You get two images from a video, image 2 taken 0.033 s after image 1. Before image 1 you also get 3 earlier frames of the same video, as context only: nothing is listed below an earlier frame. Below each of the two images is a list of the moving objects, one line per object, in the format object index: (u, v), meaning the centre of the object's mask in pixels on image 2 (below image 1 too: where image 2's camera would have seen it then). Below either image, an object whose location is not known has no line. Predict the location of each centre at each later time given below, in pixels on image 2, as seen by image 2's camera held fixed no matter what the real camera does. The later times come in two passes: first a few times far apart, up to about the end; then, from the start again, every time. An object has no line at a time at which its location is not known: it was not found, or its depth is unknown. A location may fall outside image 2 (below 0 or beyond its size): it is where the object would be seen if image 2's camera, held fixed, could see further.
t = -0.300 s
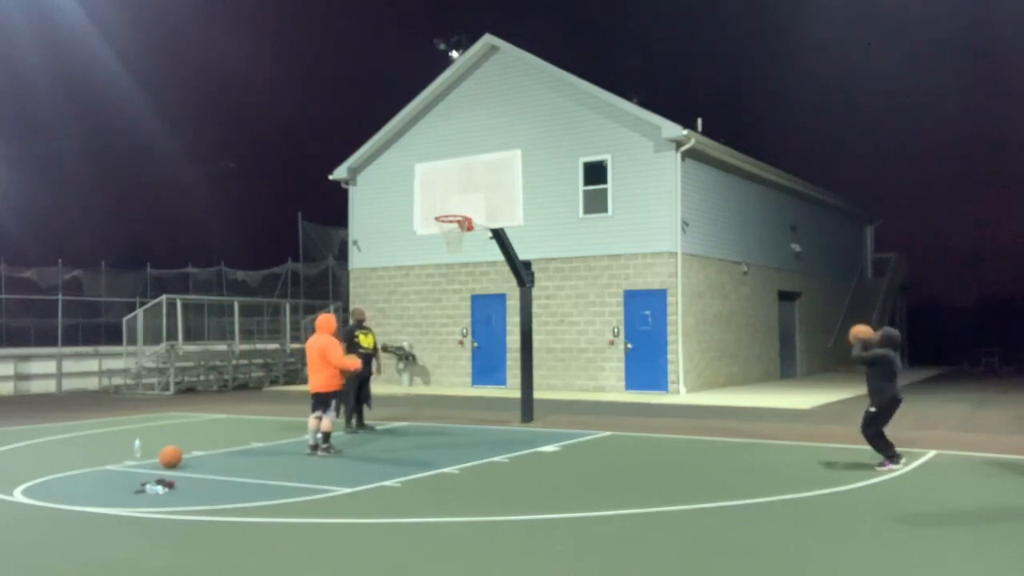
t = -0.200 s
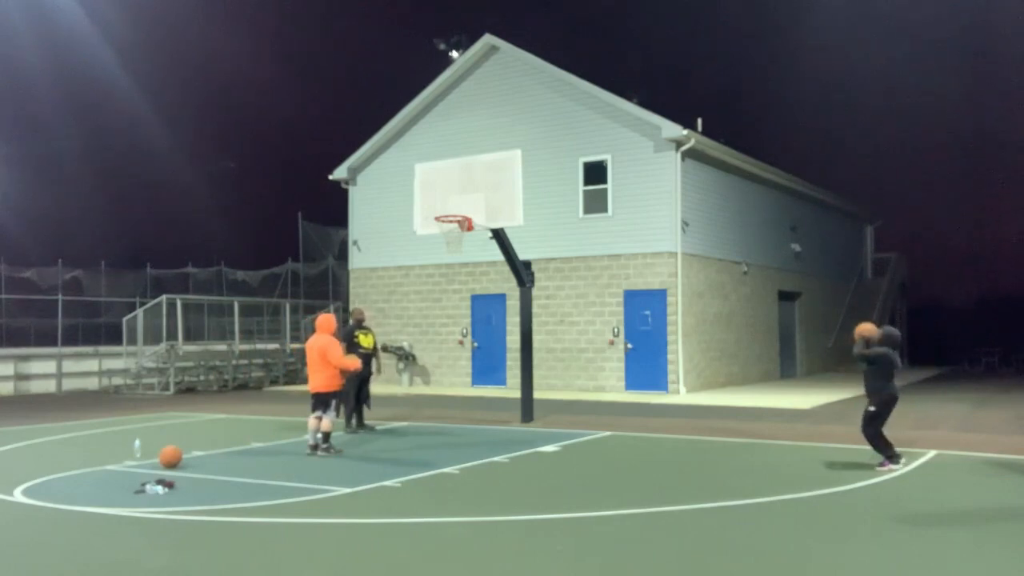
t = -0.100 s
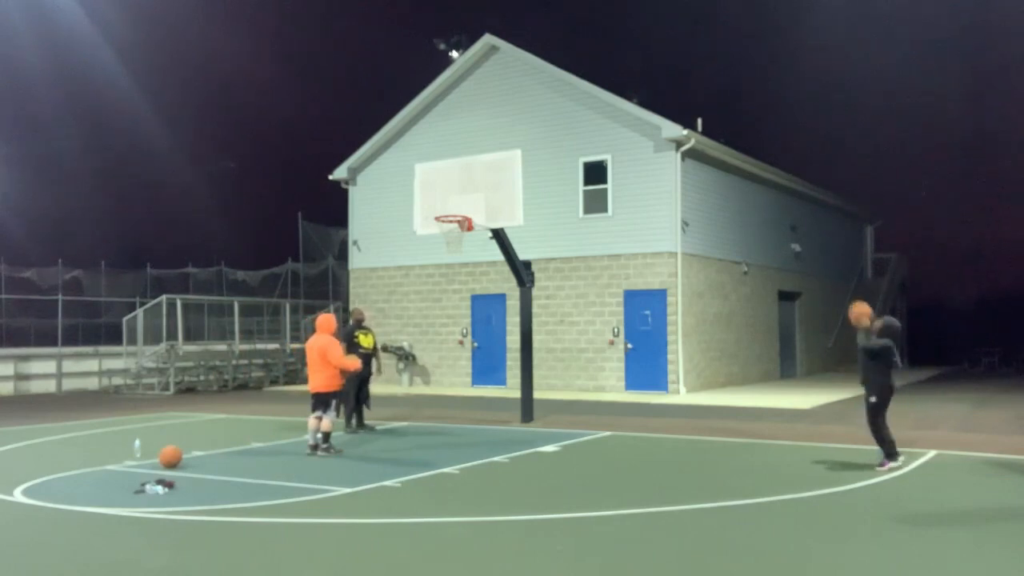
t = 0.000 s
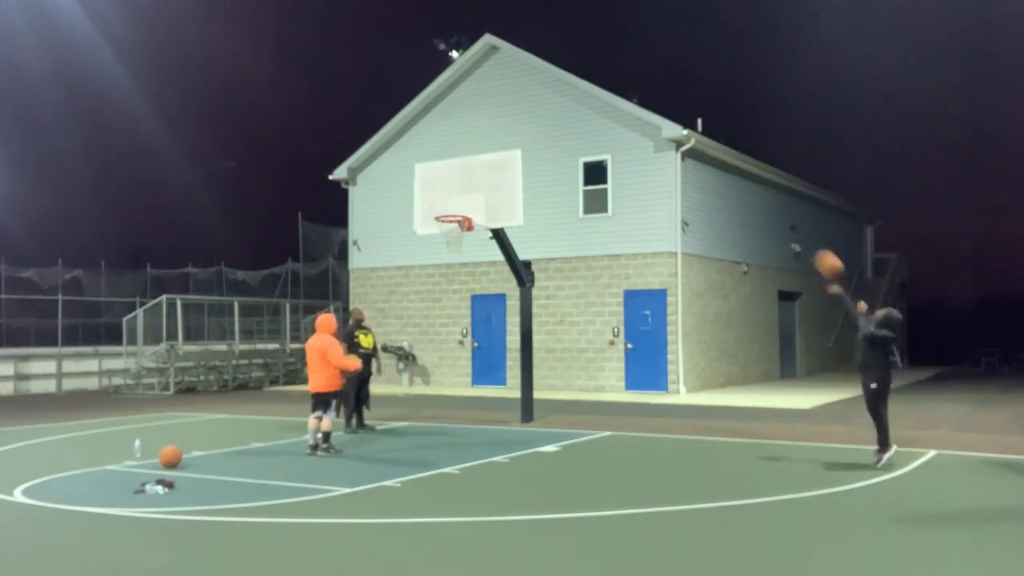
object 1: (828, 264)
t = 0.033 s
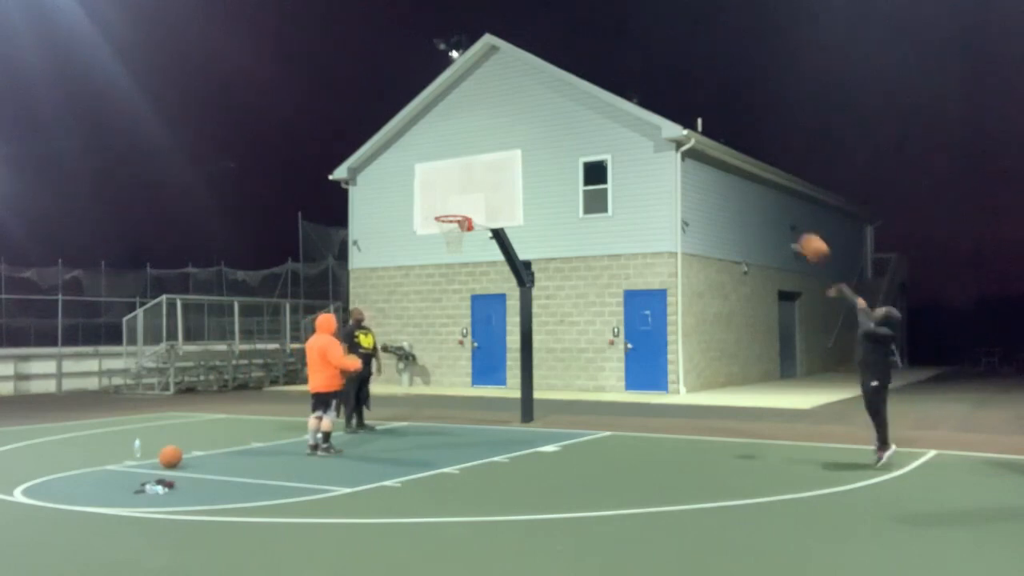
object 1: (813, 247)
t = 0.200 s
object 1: (743, 180)
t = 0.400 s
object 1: (669, 139)
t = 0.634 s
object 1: (592, 131)
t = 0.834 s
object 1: (534, 156)
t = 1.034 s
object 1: (481, 205)
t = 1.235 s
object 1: (516, 226)
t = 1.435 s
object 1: (544, 257)
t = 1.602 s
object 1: (569, 309)
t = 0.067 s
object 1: (798, 231)
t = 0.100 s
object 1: (784, 217)
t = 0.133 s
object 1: (770, 203)
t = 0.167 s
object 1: (756, 191)
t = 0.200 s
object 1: (743, 180)
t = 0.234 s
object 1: (730, 170)
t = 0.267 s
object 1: (717, 162)
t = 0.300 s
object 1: (704, 155)
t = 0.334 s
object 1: (693, 148)
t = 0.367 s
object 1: (681, 143)
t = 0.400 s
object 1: (669, 139)
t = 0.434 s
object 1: (657, 136)
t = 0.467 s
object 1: (646, 132)
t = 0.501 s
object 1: (634, 130)
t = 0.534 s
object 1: (624, 129)
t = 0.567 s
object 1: (613, 129)
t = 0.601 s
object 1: (603, 130)
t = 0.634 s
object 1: (592, 131)
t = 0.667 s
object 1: (582, 133)
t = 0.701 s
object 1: (572, 136)
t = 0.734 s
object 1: (562, 141)
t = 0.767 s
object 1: (552, 145)
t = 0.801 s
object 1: (543, 150)
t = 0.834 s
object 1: (534, 156)
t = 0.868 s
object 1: (525, 162)
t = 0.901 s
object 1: (516, 169)
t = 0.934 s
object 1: (506, 177)
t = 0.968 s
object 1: (497, 186)
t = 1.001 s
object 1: (489, 195)
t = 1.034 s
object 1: (481, 205)
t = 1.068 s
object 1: (474, 215)
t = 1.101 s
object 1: (485, 218)
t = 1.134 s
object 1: (496, 220)
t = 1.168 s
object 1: (507, 222)
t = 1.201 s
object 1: (512, 224)
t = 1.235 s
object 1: (516, 226)
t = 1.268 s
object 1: (520, 229)
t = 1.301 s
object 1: (525, 233)
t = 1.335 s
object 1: (529, 238)
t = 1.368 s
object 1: (534, 243)
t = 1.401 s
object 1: (539, 250)
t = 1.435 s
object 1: (544, 257)
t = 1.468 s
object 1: (549, 266)
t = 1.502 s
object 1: (554, 275)
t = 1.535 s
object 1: (559, 285)
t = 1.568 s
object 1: (564, 296)
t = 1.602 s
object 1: (569, 309)
